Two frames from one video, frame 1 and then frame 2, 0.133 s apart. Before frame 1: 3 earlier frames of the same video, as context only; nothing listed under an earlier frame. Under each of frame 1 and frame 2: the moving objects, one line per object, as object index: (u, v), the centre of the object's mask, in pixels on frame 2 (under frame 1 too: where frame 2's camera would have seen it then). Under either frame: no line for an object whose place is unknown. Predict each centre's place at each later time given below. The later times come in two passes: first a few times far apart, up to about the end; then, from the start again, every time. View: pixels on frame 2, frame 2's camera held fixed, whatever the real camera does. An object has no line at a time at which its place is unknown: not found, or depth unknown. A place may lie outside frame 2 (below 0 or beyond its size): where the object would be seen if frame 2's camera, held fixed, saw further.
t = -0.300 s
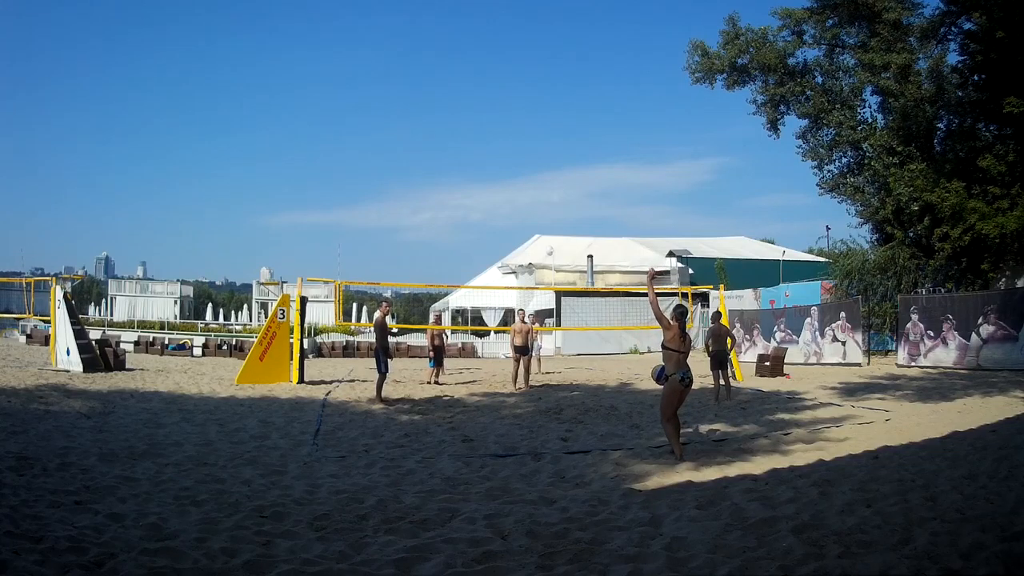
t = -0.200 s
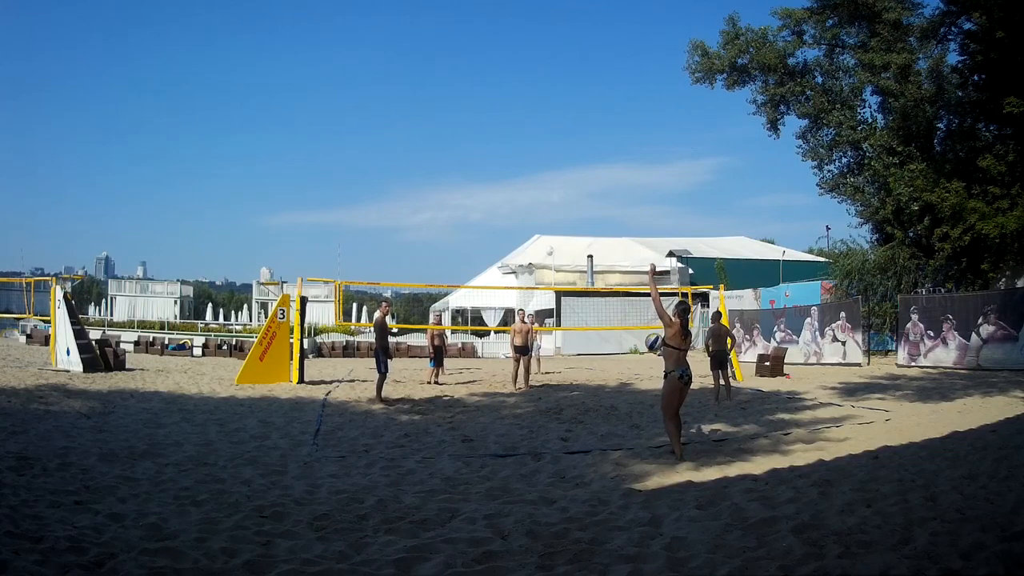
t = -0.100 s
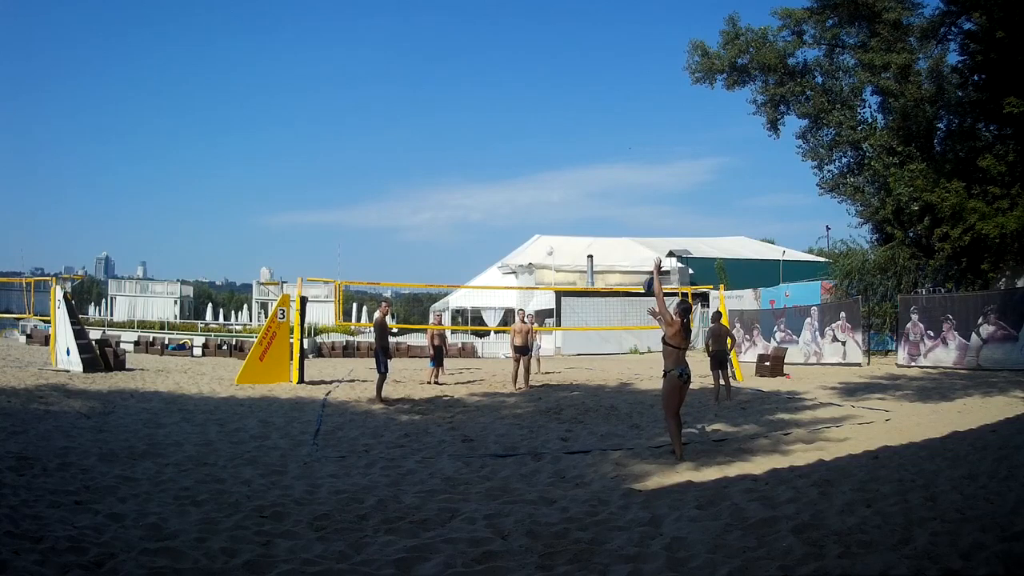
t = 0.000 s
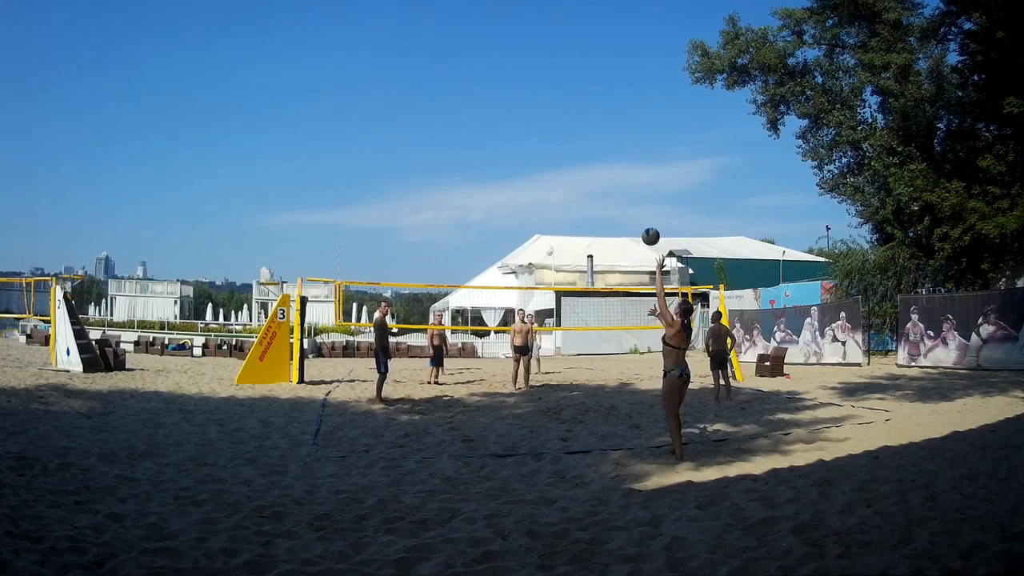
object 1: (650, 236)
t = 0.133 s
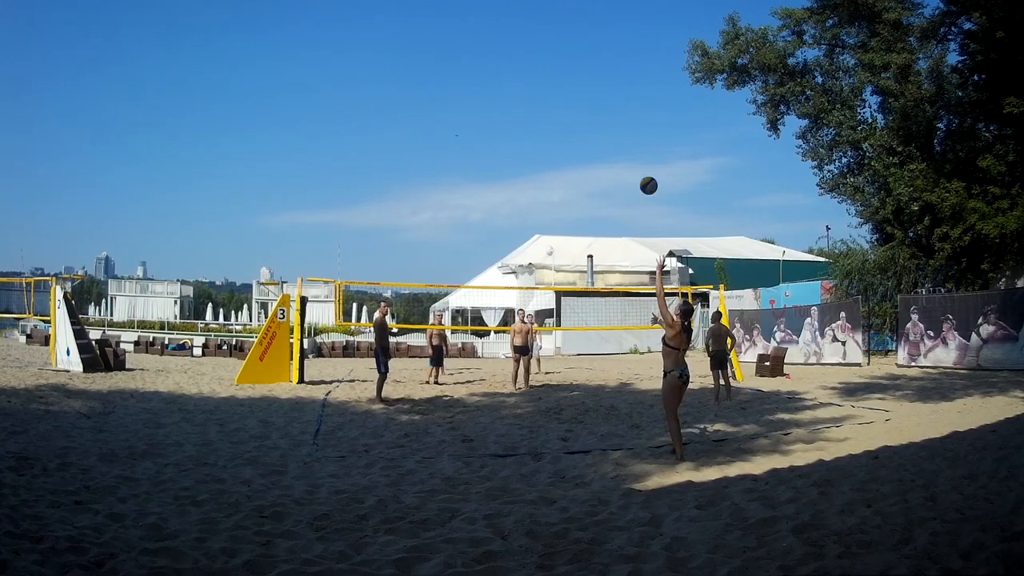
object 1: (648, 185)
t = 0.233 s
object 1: (646, 158)
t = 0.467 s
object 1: (643, 125)
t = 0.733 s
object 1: (642, 142)
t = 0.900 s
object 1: (643, 182)
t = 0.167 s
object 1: (648, 175)
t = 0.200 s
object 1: (647, 166)
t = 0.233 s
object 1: (646, 158)
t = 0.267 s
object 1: (646, 150)
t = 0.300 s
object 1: (645, 144)
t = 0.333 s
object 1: (645, 138)
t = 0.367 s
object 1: (644, 134)
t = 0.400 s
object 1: (644, 130)
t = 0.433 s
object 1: (644, 127)
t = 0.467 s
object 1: (643, 125)
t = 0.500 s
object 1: (643, 124)
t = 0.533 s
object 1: (643, 124)
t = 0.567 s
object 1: (643, 125)
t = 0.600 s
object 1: (642, 126)
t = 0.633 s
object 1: (642, 129)
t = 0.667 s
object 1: (642, 132)
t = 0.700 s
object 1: (642, 136)
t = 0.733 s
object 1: (642, 142)
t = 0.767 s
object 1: (643, 148)
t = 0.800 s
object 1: (643, 155)
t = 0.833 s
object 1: (643, 163)
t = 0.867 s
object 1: (643, 172)
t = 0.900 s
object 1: (643, 182)
